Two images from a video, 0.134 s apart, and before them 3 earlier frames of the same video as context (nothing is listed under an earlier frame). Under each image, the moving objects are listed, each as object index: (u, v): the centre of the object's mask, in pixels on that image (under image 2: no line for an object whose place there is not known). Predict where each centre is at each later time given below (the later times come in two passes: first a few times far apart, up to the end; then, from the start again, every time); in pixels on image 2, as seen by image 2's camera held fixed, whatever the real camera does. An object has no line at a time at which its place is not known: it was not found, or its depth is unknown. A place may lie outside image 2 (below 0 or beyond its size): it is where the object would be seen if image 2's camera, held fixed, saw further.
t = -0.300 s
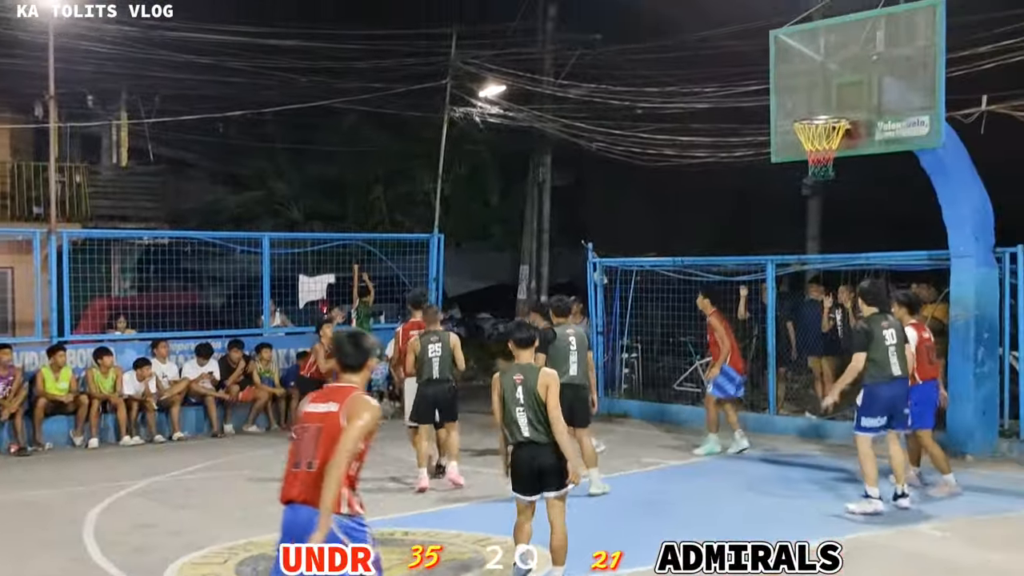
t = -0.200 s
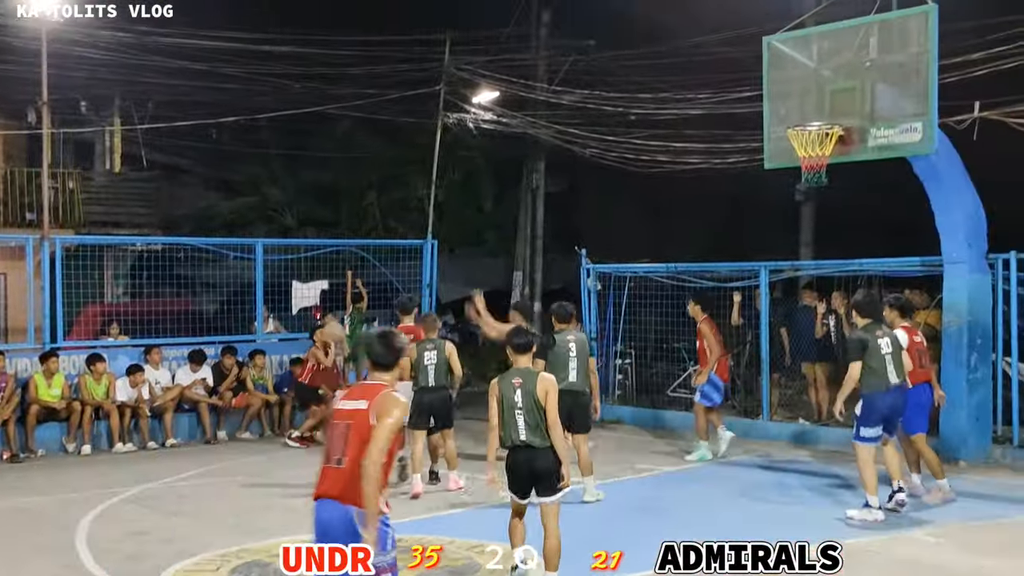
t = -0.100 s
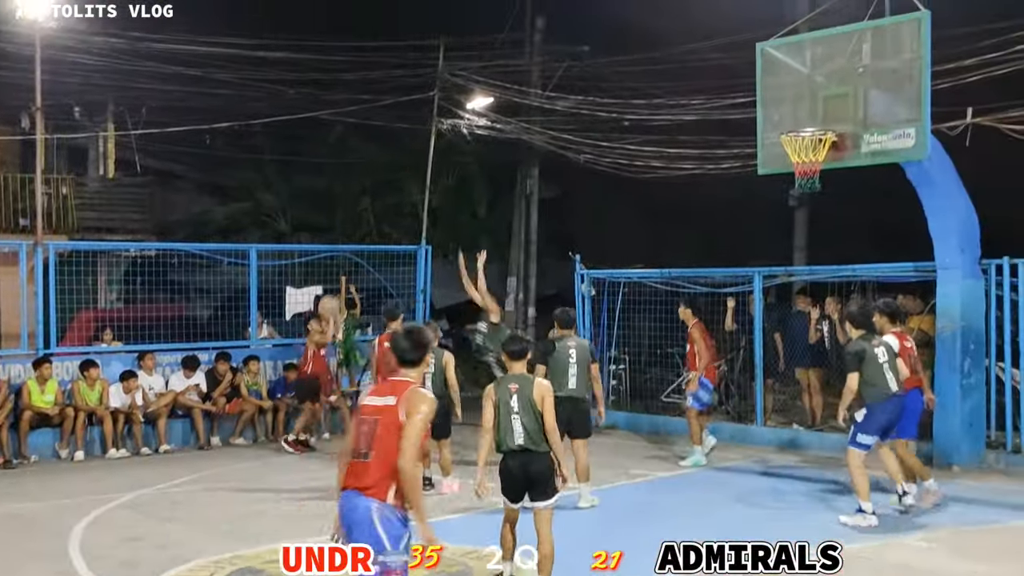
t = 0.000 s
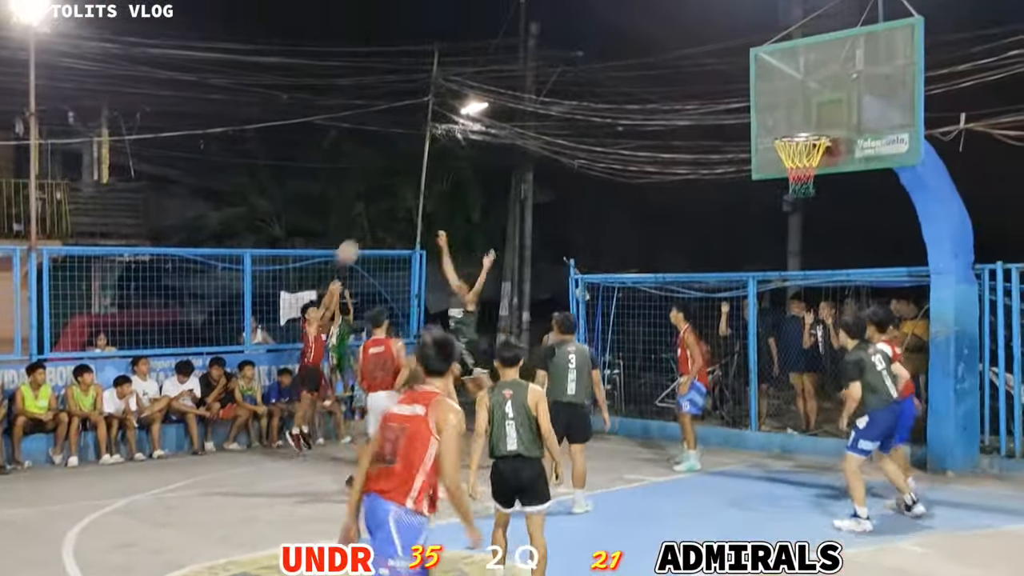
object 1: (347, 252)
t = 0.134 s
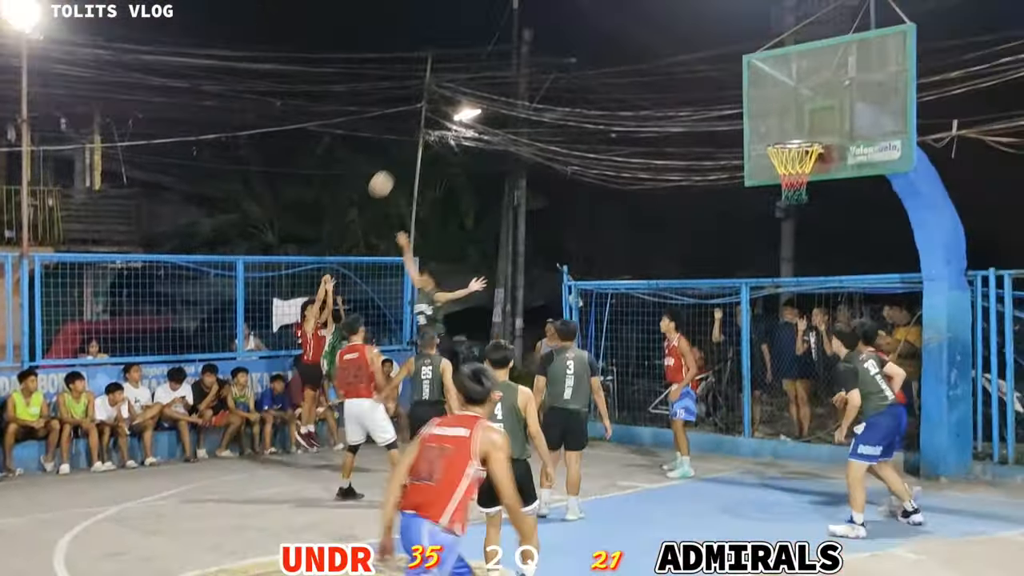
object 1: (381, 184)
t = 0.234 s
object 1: (411, 136)
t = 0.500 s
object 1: (500, 43)
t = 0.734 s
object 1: (585, 9)
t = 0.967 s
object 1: (678, 29)
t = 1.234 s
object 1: (798, 129)
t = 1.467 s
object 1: (870, 178)
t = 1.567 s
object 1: (904, 222)
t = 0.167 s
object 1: (391, 167)
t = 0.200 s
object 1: (401, 152)
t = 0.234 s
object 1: (411, 136)
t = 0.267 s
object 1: (422, 122)
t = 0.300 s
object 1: (433, 108)
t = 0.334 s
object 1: (443, 95)
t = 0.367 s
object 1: (454, 83)
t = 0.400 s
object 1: (466, 71)
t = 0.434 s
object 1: (477, 61)
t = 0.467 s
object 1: (489, 52)
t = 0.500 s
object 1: (500, 43)
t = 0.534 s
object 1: (512, 35)
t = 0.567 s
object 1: (523, 28)
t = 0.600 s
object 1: (536, 22)
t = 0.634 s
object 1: (548, 17)
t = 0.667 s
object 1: (560, 14)
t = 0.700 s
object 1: (572, 11)
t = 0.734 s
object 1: (585, 9)
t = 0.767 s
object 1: (598, 8)
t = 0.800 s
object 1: (611, 9)
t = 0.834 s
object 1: (624, 11)
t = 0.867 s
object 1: (637, 13)
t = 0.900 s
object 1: (651, 17)
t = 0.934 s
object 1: (664, 22)
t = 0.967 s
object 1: (678, 29)
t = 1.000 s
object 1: (692, 36)
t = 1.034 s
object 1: (706, 46)
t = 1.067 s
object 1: (721, 56)
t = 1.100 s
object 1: (735, 68)
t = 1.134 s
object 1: (749, 81)
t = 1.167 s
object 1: (766, 93)
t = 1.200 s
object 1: (782, 111)
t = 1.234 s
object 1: (798, 129)
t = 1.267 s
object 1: (808, 134)
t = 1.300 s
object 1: (817, 137)
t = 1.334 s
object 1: (827, 144)
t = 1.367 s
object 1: (837, 148)
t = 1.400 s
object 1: (846, 155)
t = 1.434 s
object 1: (859, 167)
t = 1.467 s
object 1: (870, 178)
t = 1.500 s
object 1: (881, 191)
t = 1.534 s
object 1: (893, 205)
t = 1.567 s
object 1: (904, 222)
